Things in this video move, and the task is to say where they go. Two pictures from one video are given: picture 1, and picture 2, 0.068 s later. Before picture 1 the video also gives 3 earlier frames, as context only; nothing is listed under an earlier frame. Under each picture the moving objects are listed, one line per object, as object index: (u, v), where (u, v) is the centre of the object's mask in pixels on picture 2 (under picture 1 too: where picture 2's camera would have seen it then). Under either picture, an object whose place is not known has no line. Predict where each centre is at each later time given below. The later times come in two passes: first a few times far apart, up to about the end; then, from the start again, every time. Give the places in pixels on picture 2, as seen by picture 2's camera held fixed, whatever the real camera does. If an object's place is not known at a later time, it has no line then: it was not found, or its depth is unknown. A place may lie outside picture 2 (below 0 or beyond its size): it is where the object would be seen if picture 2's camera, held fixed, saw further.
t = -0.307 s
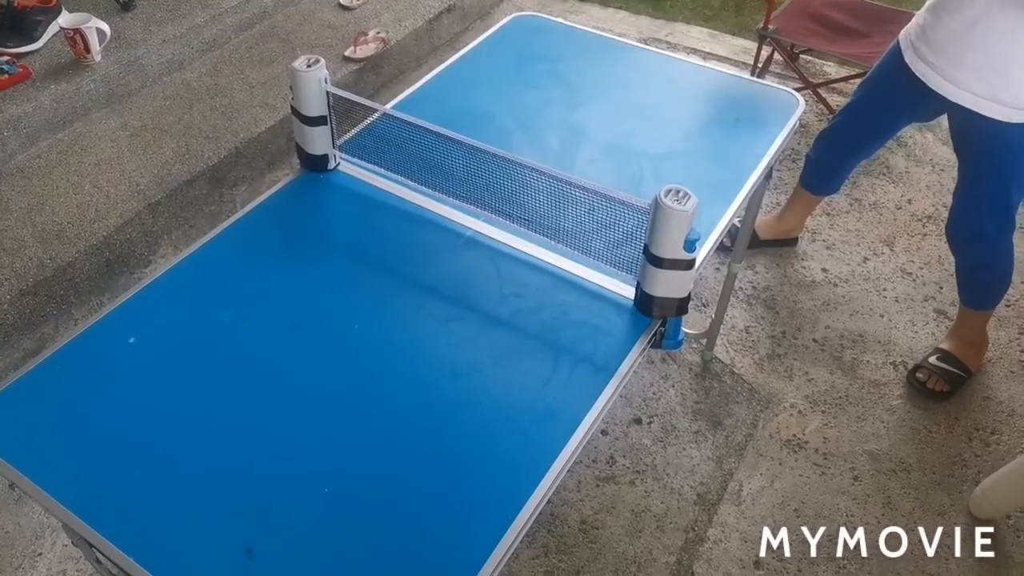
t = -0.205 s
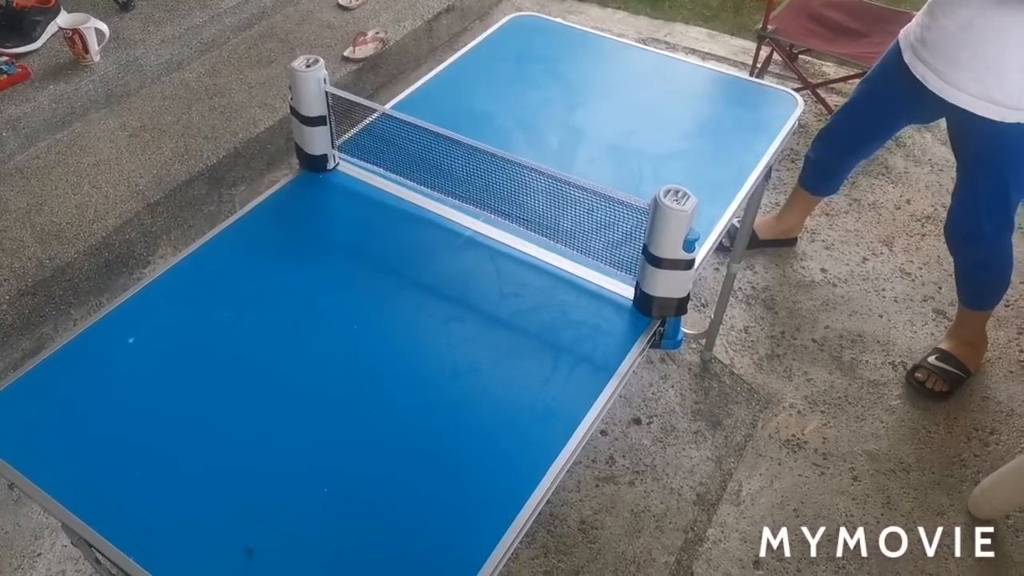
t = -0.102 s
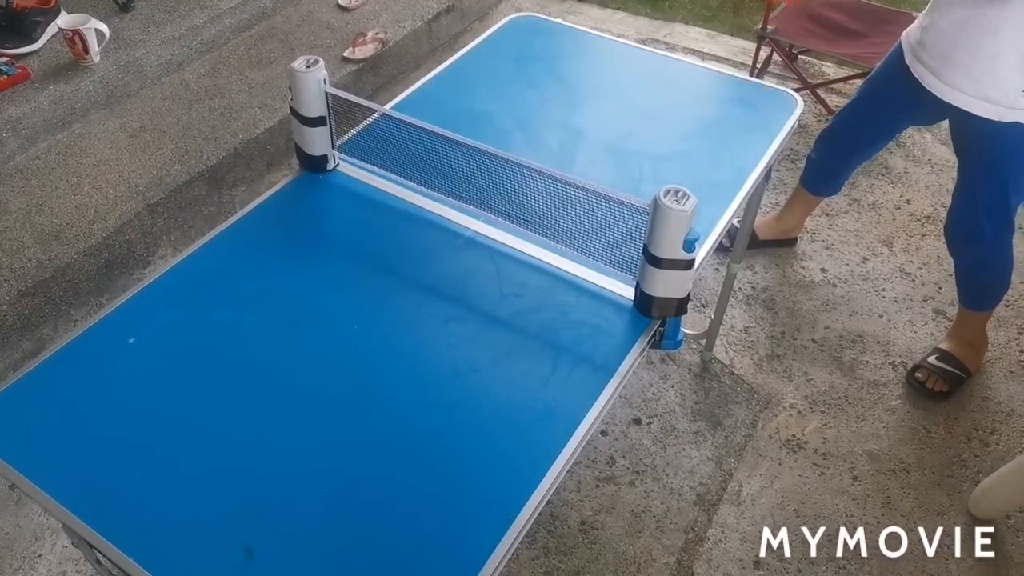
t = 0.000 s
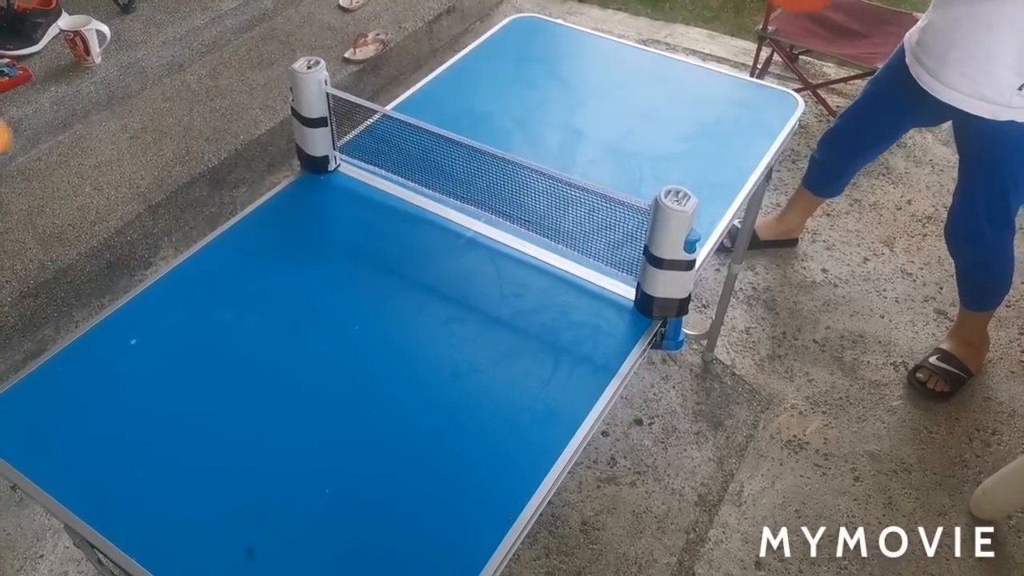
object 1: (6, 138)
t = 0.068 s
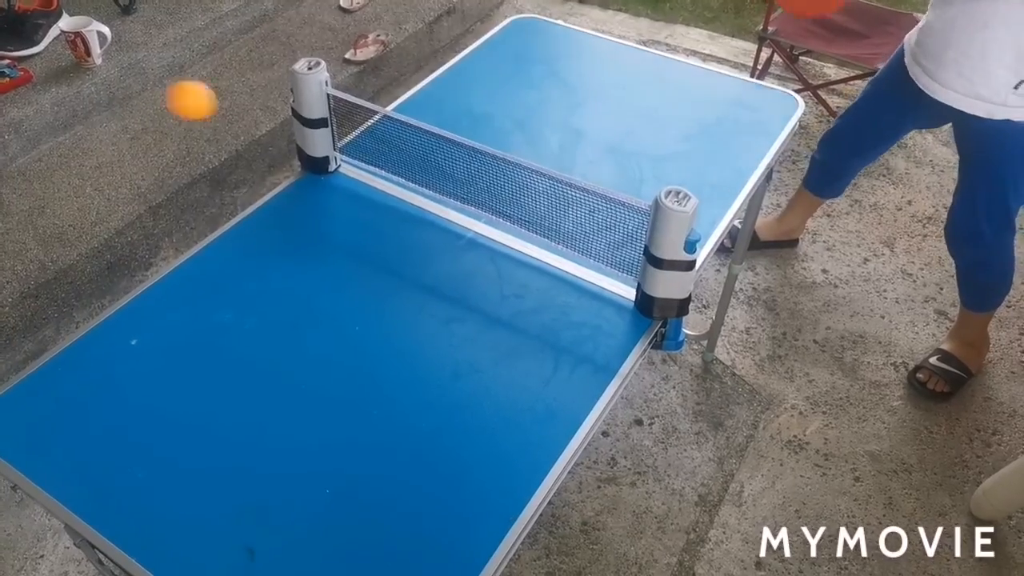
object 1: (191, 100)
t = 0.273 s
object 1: (400, 115)
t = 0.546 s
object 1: (393, 390)
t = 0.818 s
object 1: (494, 523)
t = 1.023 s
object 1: (596, 574)
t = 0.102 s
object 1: (280, 99)
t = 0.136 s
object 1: (358, 107)
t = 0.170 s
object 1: (419, 119)
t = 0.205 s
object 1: (418, 114)
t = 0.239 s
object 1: (409, 111)
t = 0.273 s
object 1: (400, 115)
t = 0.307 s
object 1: (393, 130)
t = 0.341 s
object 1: (388, 154)
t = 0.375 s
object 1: (384, 188)
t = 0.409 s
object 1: (382, 232)
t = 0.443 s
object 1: (383, 285)
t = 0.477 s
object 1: (386, 345)
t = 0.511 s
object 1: (390, 404)
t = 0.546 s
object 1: (393, 390)
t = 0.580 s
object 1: (399, 382)
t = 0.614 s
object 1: (407, 379)
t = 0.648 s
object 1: (417, 385)
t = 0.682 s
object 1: (430, 398)
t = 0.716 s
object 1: (445, 419)
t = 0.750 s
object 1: (460, 447)
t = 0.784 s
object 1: (477, 483)
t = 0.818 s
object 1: (494, 523)
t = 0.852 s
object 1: (509, 536)
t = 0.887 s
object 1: (524, 534)
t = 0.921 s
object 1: (541, 537)
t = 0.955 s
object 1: (558, 546)
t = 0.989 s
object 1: (578, 561)
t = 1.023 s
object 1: (596, 574)
